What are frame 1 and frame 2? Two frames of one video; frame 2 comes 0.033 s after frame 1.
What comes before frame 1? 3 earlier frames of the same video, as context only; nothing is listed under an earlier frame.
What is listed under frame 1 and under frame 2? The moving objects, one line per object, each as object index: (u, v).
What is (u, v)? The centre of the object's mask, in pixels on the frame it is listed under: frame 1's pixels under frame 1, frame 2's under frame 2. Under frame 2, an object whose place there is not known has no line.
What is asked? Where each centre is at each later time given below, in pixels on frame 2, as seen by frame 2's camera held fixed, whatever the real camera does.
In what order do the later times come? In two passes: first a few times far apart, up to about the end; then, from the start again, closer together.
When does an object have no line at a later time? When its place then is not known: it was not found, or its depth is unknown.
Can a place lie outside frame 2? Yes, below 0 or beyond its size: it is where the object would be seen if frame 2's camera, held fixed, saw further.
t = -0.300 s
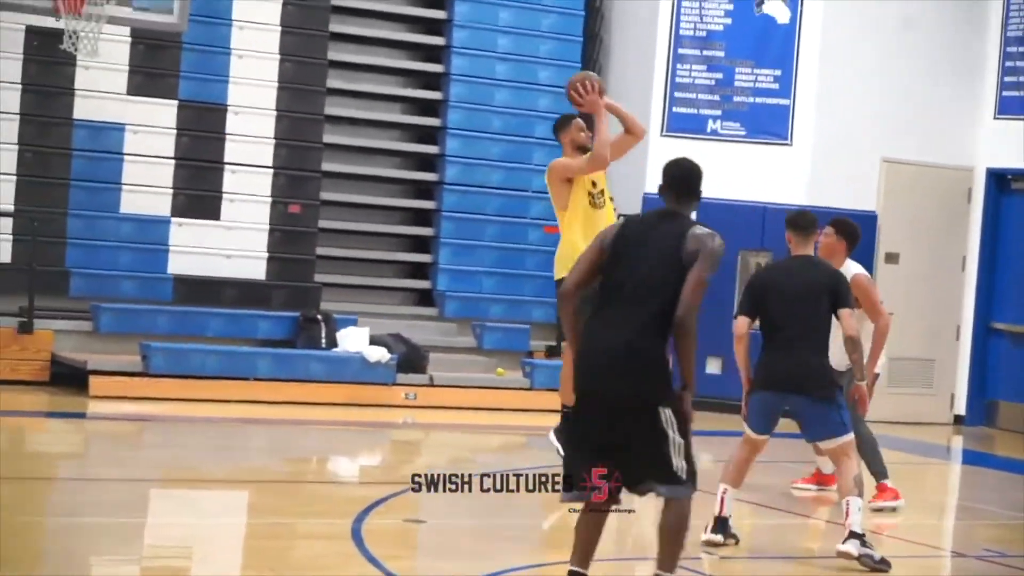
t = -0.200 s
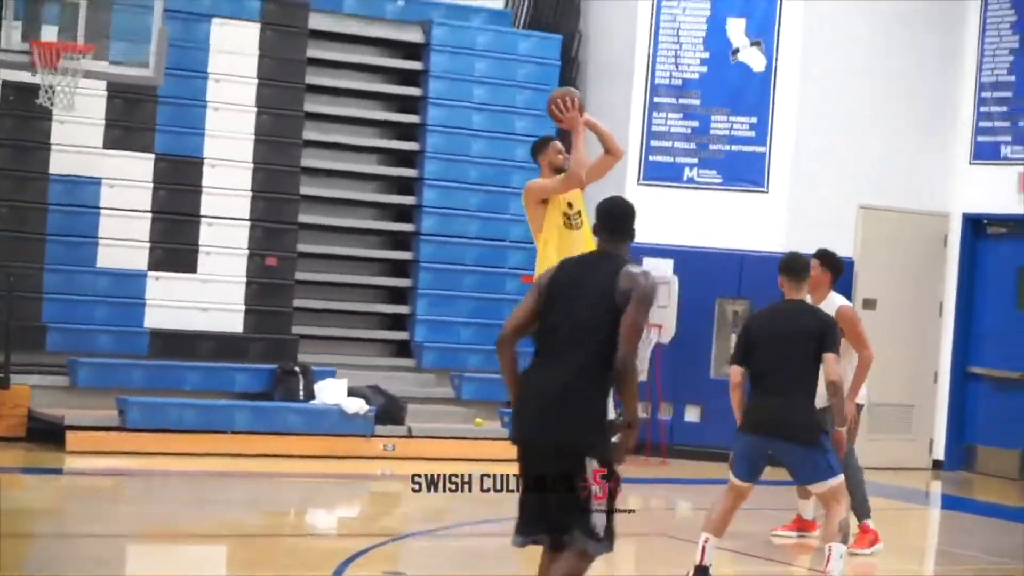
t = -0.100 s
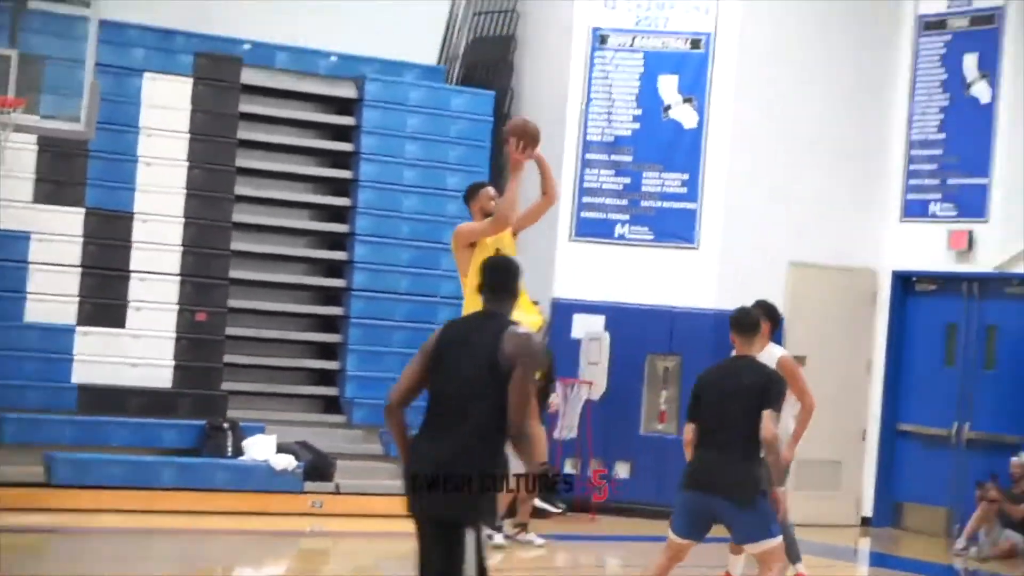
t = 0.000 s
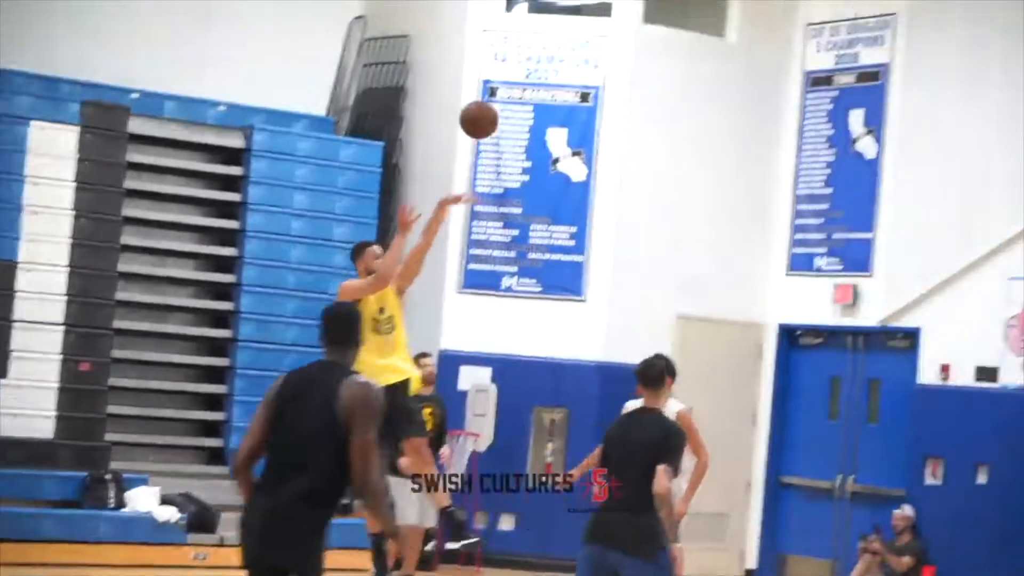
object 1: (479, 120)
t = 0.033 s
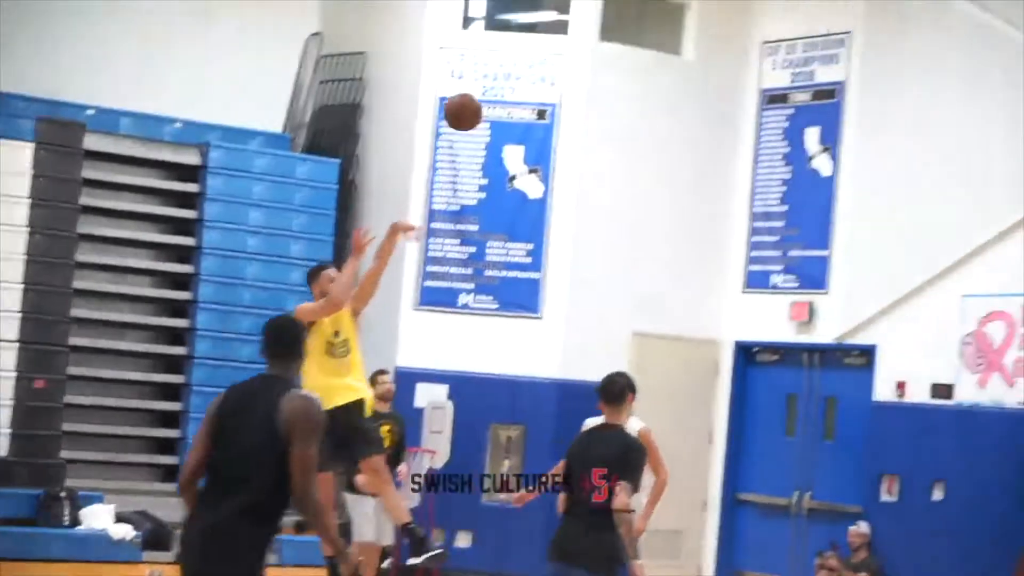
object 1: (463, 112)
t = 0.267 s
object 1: (653, -13)
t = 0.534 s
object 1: (877, -57)
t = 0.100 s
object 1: (519, 68)
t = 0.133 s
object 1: (546, 50)
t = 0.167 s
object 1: (573, 32)
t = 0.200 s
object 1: (600, 15)
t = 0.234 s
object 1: (625, -1)
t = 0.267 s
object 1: (653, -13)
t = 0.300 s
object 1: (680, -26)
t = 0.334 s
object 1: (707, -37)
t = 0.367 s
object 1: (733, -46)
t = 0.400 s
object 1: (759, -52)
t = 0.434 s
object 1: (787, -56)
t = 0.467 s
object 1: (816, -58)
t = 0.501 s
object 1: (847, -59)
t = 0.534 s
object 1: (877, -57)
